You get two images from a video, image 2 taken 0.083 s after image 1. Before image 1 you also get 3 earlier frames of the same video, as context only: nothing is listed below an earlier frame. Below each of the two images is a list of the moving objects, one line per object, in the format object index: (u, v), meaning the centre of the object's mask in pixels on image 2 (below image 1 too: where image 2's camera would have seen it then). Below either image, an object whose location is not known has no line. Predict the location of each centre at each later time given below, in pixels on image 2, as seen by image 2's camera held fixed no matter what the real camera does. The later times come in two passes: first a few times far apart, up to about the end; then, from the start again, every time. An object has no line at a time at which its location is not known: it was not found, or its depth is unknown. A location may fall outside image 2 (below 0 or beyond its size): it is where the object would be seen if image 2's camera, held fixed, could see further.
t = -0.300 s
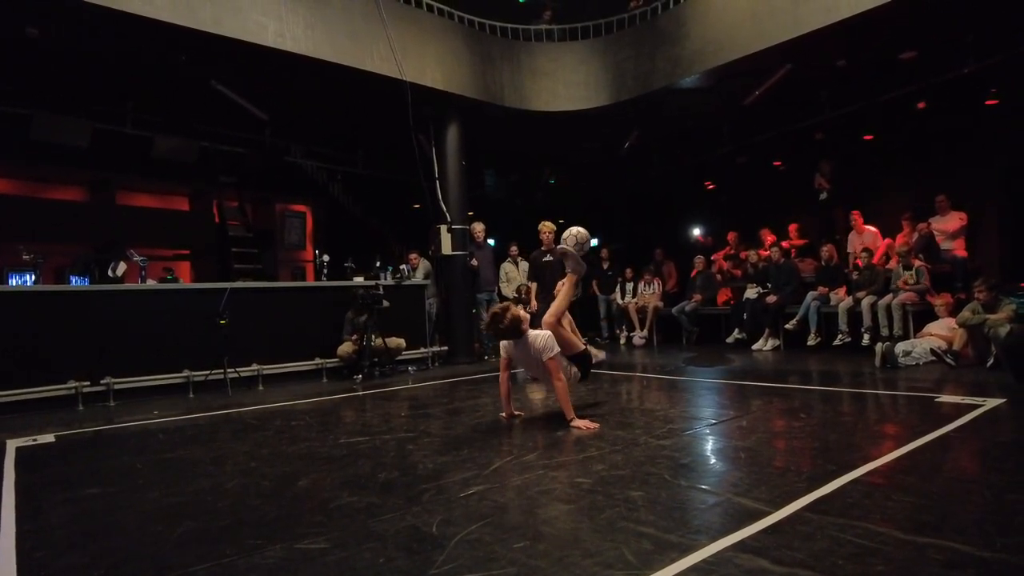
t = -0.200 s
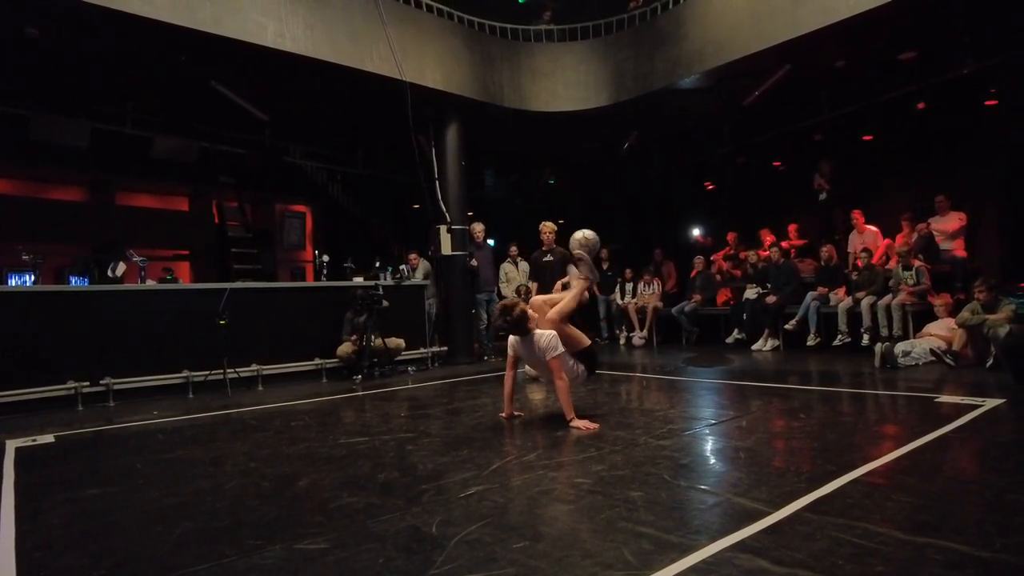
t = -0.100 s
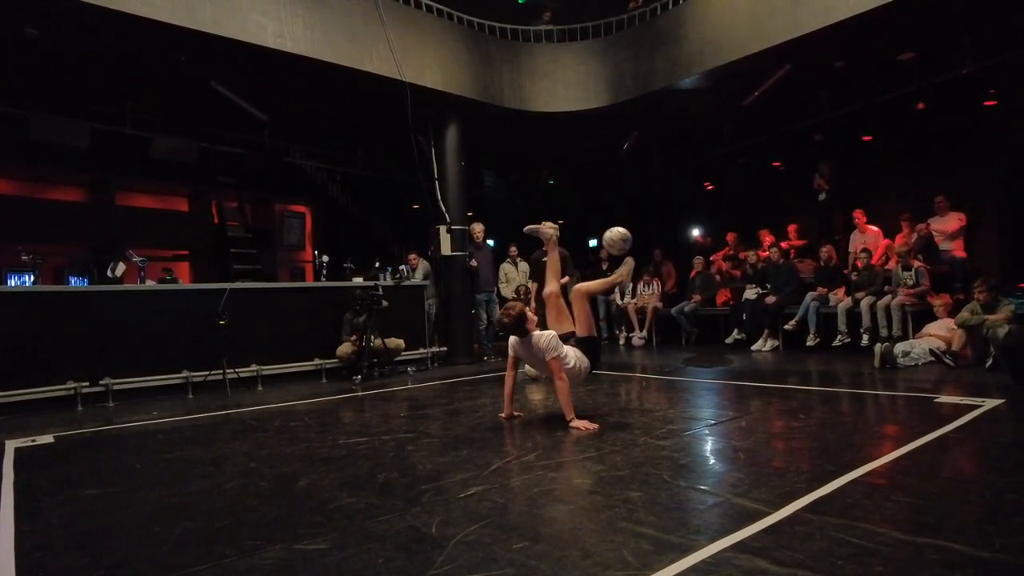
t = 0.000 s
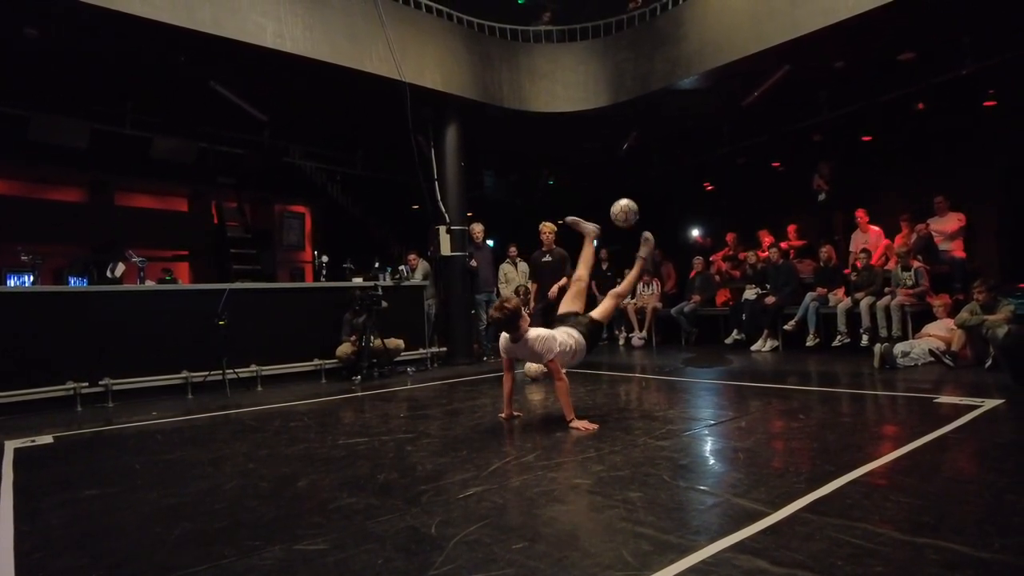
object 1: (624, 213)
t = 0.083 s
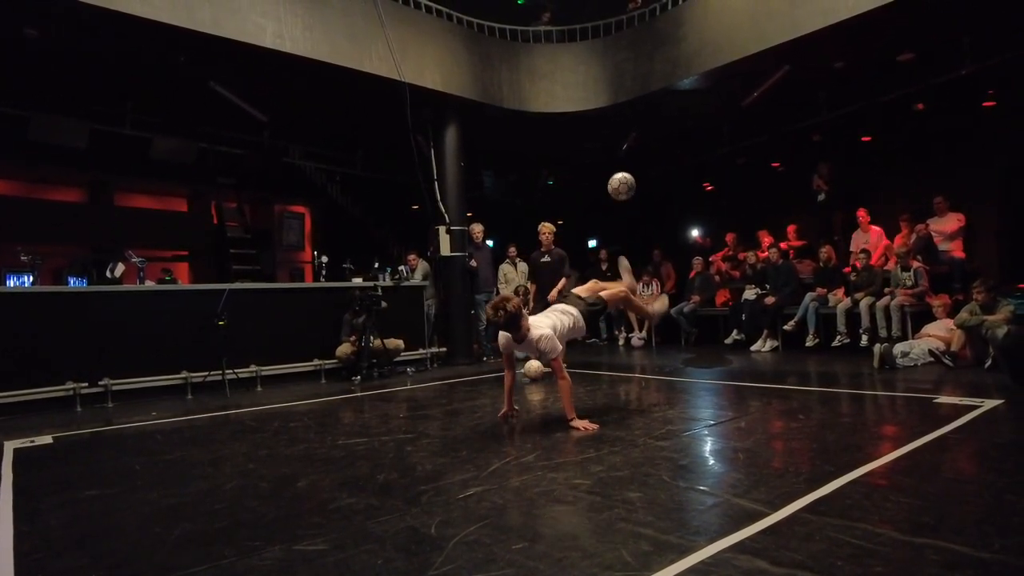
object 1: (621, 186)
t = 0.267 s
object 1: (617, 157)
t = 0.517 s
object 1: (616, 183)
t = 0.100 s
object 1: (621, 182)
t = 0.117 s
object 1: (620, 178)
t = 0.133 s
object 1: (620, 174)
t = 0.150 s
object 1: (620, 171)
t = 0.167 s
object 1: (620, 168)
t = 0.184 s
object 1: (619, 165)
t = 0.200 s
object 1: (619, 163)
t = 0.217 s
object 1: (619, 161)
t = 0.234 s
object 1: (618, 160)
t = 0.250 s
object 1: (618, 159)
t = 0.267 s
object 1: (617, 157)
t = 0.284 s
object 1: (617, 157)
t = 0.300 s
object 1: (617, 157)
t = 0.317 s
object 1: (617, 157)
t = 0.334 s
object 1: (617, 157)
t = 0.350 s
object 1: (617, 158)
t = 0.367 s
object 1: (616, 159)
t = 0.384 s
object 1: (616, 160)
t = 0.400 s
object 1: (616, 162)
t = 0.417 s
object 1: (616, 164)
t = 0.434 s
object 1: (616, 167)
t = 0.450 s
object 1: (616, 169)
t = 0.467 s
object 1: (616, 172)
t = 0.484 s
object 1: (616, 176)
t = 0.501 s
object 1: (616, 179)
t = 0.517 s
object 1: (616, 183)
